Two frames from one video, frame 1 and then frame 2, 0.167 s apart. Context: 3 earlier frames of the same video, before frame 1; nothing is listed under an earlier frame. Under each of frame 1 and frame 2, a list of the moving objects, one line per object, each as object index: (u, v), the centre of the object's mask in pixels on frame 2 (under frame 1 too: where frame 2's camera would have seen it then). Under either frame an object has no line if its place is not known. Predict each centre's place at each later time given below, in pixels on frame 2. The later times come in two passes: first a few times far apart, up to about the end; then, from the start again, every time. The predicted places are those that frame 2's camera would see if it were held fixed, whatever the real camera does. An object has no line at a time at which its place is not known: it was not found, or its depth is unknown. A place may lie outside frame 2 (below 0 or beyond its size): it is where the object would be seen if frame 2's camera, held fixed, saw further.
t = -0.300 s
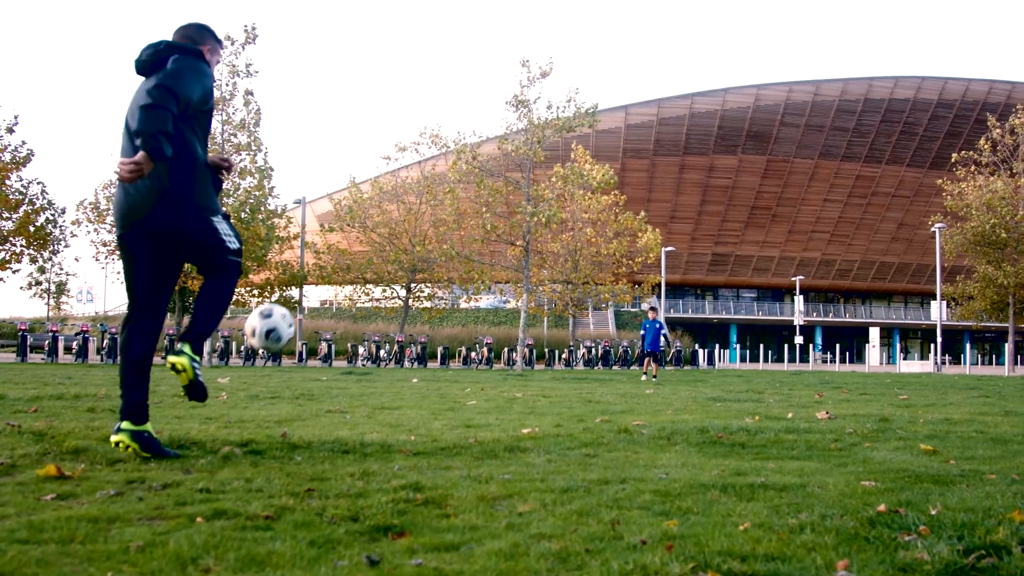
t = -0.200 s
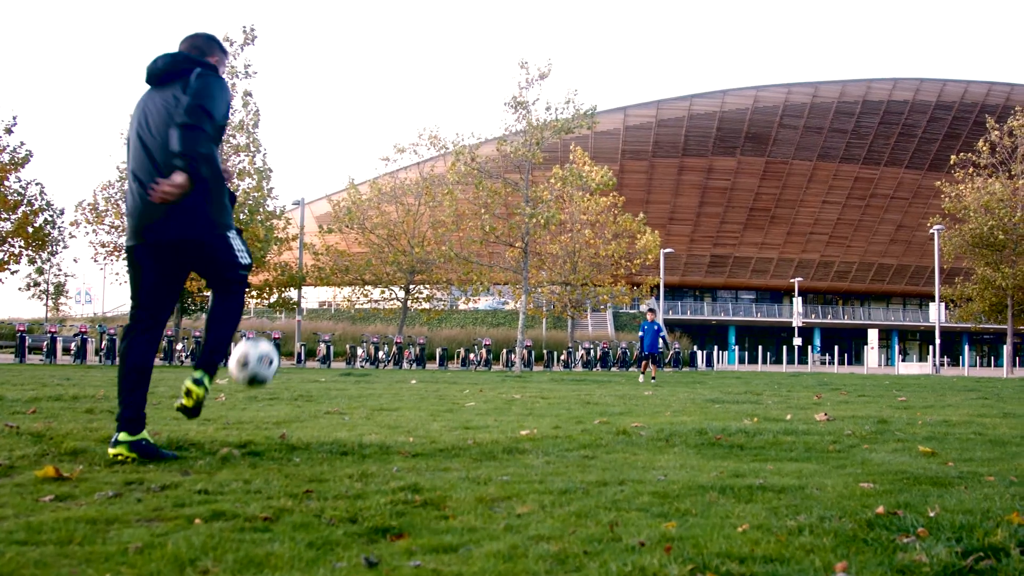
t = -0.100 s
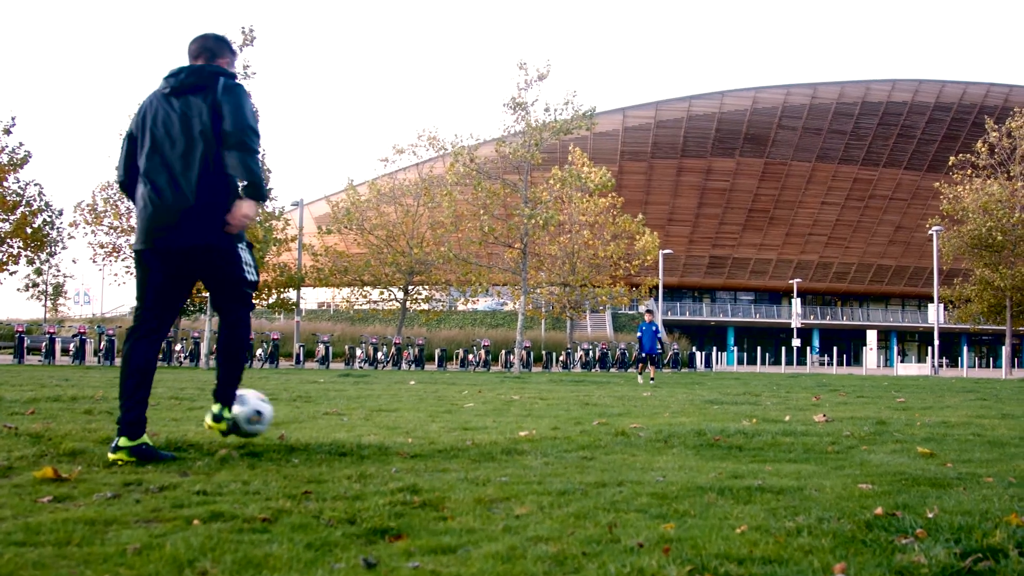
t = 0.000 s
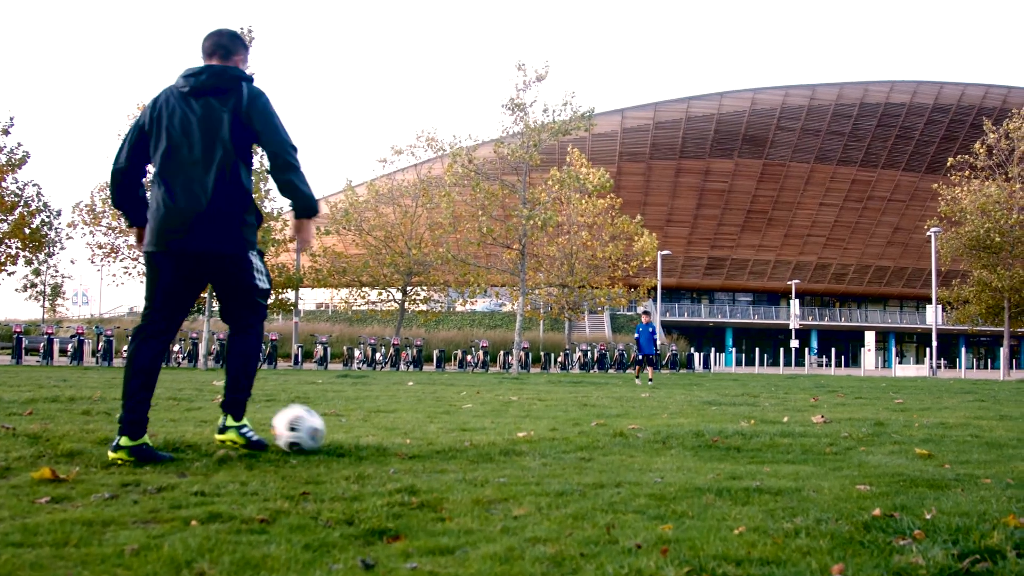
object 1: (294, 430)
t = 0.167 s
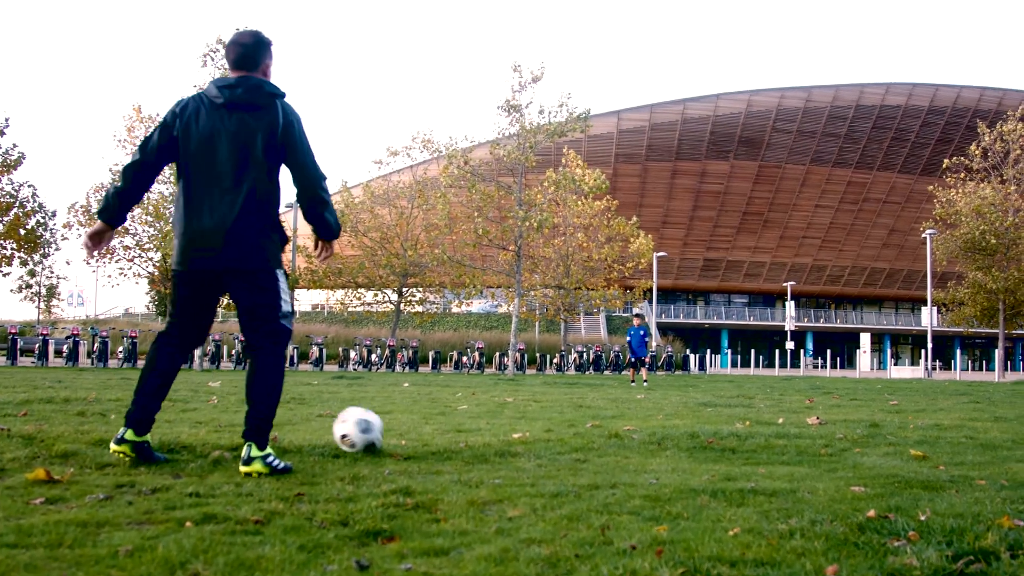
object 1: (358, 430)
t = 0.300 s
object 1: (408, 432)
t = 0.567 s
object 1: (498, 435)
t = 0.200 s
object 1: (371, 430)
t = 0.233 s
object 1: (384, 429)
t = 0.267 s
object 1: (395, 429)
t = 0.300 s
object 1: (408, 432)
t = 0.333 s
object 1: (420, 433)
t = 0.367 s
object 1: (431, 432)
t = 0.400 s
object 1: (443, 432)
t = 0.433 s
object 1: (454, 433)
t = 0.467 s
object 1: (465, 432)
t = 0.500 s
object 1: (476, 432)
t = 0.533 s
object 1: (487, 434)
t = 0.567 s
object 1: (498, 435)
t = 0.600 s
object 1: (509, 434)
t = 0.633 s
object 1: (519, 433)
